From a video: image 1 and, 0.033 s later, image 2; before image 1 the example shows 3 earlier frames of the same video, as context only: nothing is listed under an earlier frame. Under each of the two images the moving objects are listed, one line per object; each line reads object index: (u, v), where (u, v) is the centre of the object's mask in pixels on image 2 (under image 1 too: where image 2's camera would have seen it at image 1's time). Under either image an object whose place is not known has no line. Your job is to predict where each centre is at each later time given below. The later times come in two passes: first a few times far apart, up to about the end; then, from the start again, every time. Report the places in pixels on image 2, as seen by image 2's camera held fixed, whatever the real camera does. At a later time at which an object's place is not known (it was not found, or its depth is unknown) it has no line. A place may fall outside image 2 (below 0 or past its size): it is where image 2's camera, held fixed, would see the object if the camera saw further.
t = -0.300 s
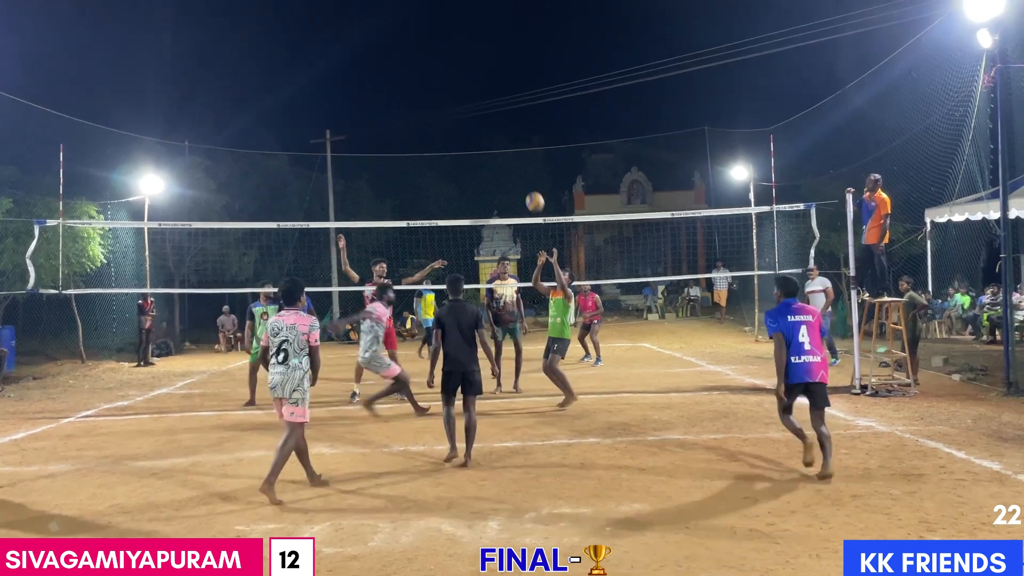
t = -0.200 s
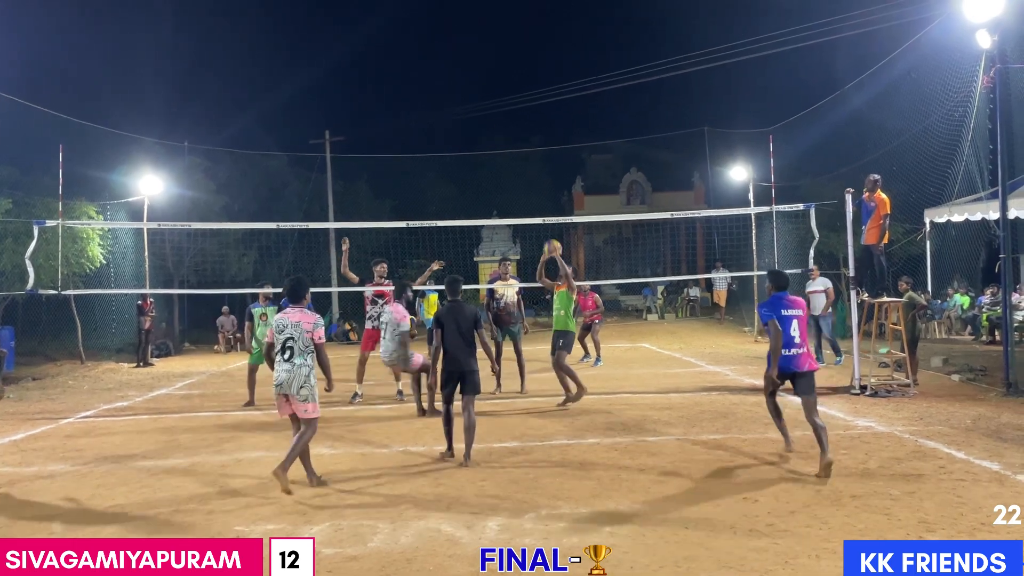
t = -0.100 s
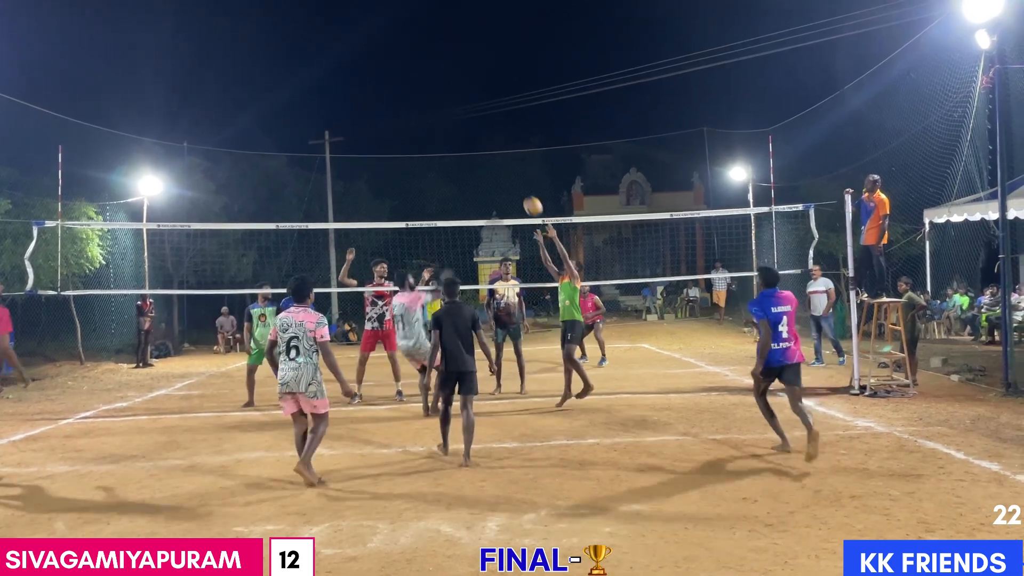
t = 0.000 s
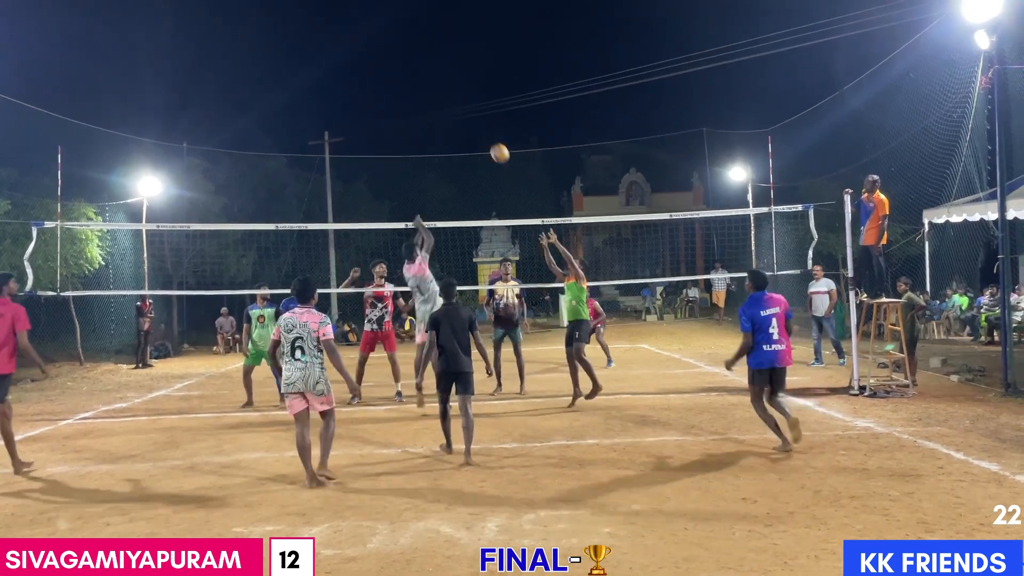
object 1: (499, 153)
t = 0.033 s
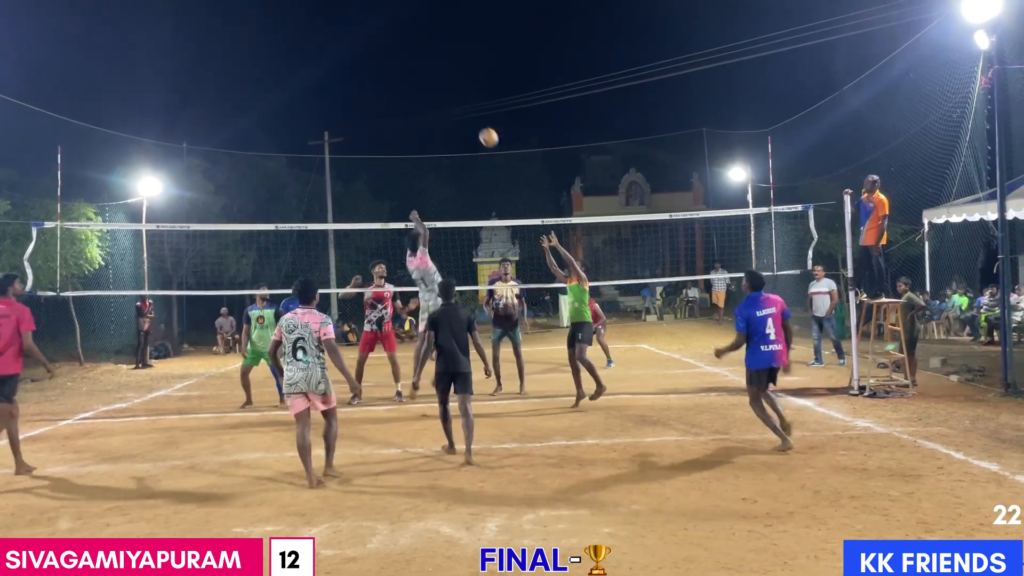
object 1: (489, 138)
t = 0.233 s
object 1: (425, 62)
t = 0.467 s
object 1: (353, 15)
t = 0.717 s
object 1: (280, 15)
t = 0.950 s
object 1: (215, 60)
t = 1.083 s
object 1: (180, 106)
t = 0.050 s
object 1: (483, 130)
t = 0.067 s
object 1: (478, 122)
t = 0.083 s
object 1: (472, 115)
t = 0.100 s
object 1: (467, 108)
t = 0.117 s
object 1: (462, 102)
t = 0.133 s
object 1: (457, 95)
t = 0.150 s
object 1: (451, 89)
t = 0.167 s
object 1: (446, 83)
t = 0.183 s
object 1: (441, 77)
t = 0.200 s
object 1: (435, 72)
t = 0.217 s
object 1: (430, 67)
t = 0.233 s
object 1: (425, 62)
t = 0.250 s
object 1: (419, 57)
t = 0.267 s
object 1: (414, 52)
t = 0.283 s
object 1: (409, 48)
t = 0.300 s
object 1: (404, 44)
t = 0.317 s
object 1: (399, 40)
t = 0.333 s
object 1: (394, 36)
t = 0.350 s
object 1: (388, 33)
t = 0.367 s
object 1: (383, 30)
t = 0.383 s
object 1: (378, 27)
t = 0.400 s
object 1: (373, 24)
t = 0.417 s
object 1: (368, 21)
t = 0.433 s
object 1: (363, 19)
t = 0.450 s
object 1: (358, 17)
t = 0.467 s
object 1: (353, 15)
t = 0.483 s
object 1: (348, 14)
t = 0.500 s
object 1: (343, 12)
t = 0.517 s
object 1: (338, 11)
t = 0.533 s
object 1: (333, 10)
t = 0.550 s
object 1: (328, 10)
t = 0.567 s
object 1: (323, 9)
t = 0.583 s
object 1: (318, 9)
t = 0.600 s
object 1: (313, 9)
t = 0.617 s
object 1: (308, 9)
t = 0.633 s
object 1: (304, 10)
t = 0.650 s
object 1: (299, 10)
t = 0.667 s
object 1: (294, 11)
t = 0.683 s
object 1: (289, 12)
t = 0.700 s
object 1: (284, 14)
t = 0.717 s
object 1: (280, 15)
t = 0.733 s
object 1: (275, 17)
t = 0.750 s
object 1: (270, 19)
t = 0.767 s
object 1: (265, 21)
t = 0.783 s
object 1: (261, 24)
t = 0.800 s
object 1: (256, 26)
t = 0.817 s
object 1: (251, 29)
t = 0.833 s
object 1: (246, 32)
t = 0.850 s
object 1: (242, 36)
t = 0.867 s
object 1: (237, 39)
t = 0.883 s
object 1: (233, 43)
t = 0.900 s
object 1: (228, 47)
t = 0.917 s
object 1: (224, 51)
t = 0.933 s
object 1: (219, 56)
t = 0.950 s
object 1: (215, 60)
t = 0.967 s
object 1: (210, 65)
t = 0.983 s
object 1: (206, 70)
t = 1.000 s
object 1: (201, 76)
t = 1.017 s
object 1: (197, 81)
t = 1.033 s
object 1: (192, 87)
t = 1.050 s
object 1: (188, 93)
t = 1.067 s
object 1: (184, 99)
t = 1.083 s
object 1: (180, 106)
